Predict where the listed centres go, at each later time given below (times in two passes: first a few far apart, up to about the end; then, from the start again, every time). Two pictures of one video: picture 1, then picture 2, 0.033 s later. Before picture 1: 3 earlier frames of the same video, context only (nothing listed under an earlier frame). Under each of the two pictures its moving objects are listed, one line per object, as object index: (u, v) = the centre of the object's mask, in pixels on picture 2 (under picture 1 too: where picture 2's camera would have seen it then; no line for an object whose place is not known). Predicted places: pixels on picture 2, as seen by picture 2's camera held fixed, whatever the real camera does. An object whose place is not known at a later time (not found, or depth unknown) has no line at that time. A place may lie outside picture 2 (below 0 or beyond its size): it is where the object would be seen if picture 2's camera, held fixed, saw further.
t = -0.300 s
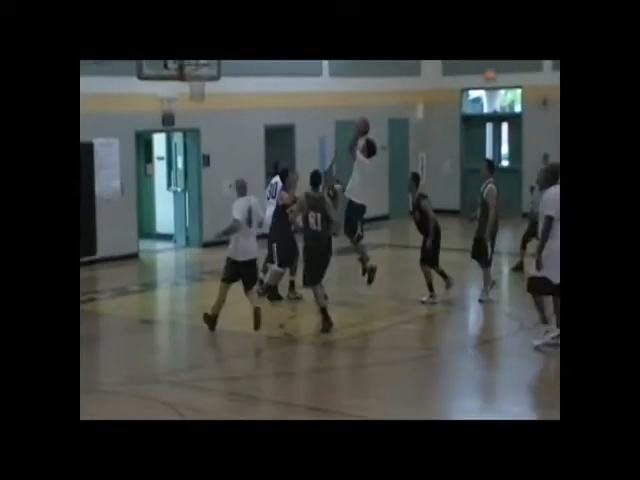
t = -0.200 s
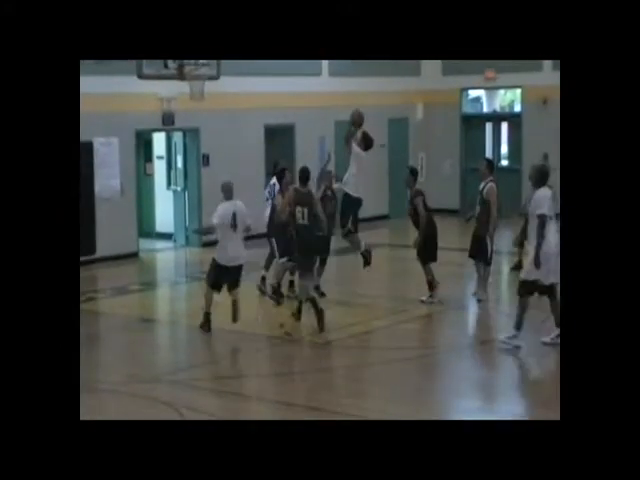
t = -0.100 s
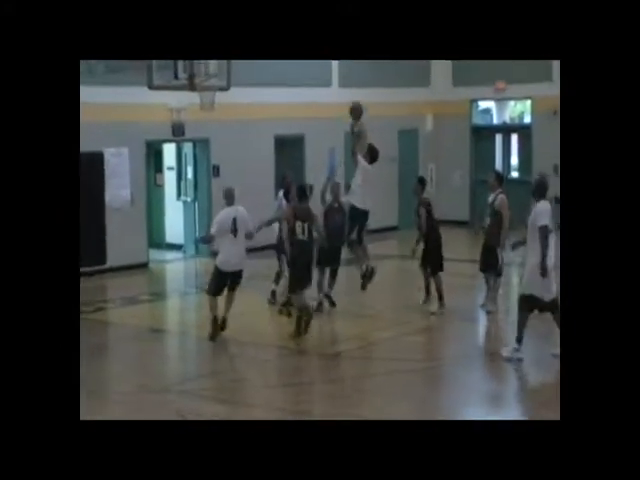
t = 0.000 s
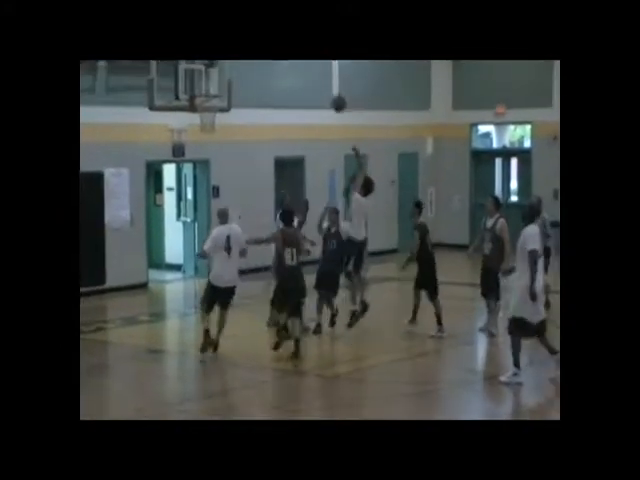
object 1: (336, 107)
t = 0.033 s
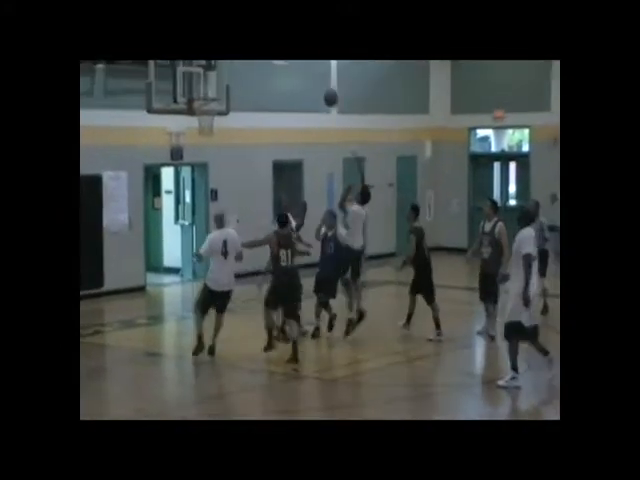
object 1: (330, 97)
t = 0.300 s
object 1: (284, 64)
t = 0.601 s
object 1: (235, 91)
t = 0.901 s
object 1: (210, 179)
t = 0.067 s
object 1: (325, 91)
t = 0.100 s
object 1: (319, 84)
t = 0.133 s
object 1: (313, 79)
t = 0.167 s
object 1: (307, 73)
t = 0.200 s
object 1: (301, 70)
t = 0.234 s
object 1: (296, 67)
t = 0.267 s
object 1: (290, 65)
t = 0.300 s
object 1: (284, 64)
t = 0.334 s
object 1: (278, 63)
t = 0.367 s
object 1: (273, 64)
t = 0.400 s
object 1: (267, 65)
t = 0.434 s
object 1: (262, 67)
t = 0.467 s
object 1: (256, 71)
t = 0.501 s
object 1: (251, 75)
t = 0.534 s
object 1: (245, 79)
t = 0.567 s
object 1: (239, 85)
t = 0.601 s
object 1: (235, 91)
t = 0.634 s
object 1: (229, 98)
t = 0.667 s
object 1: (224, 108)
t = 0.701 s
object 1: (222, 114)
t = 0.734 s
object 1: (220, 124)
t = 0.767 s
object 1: (217, 133)
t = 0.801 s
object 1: (215, 144)
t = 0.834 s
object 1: (213, 155)
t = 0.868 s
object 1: (212, 168)
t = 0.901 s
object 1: (210, 179)
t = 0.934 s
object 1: (209, 194)
